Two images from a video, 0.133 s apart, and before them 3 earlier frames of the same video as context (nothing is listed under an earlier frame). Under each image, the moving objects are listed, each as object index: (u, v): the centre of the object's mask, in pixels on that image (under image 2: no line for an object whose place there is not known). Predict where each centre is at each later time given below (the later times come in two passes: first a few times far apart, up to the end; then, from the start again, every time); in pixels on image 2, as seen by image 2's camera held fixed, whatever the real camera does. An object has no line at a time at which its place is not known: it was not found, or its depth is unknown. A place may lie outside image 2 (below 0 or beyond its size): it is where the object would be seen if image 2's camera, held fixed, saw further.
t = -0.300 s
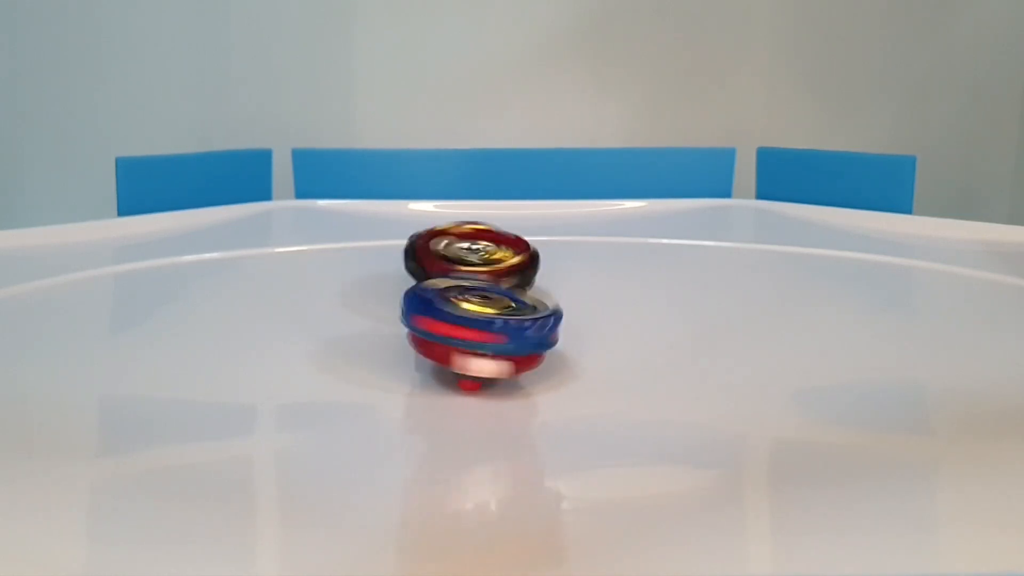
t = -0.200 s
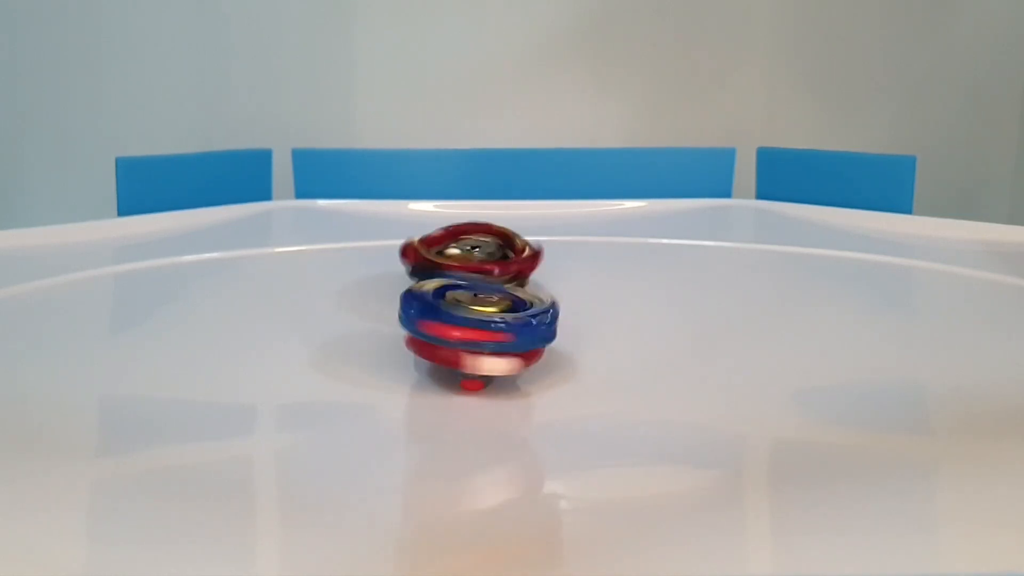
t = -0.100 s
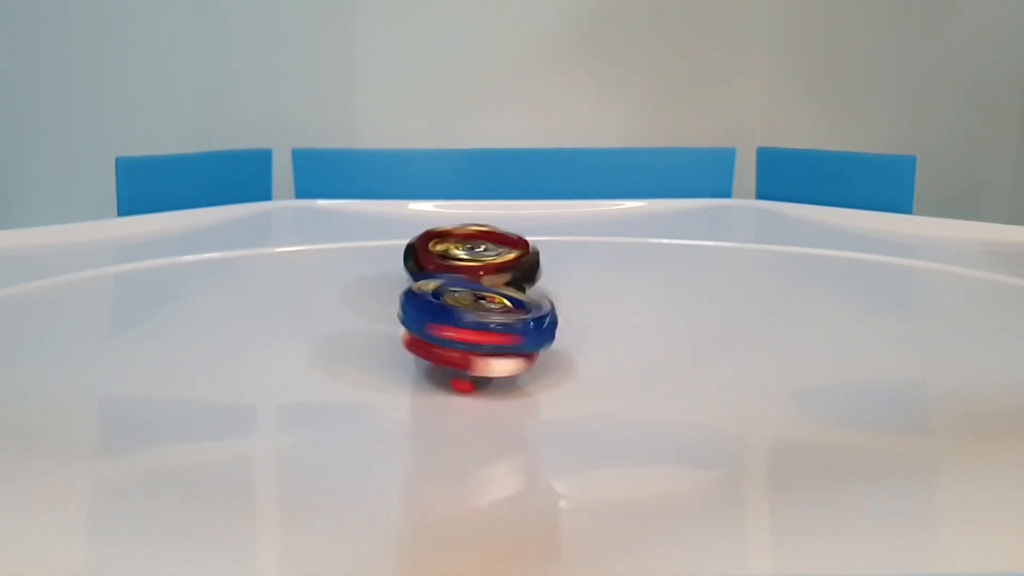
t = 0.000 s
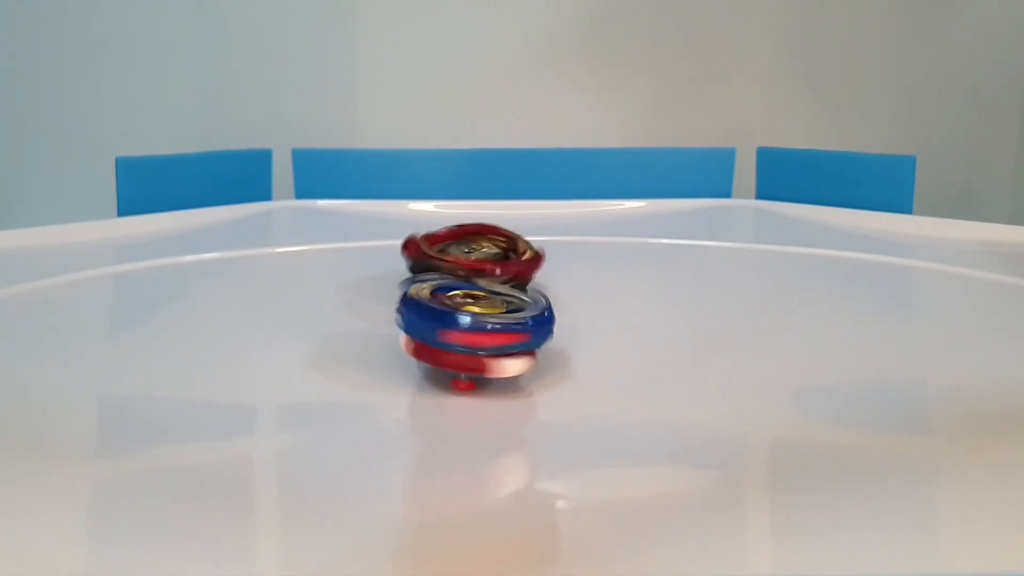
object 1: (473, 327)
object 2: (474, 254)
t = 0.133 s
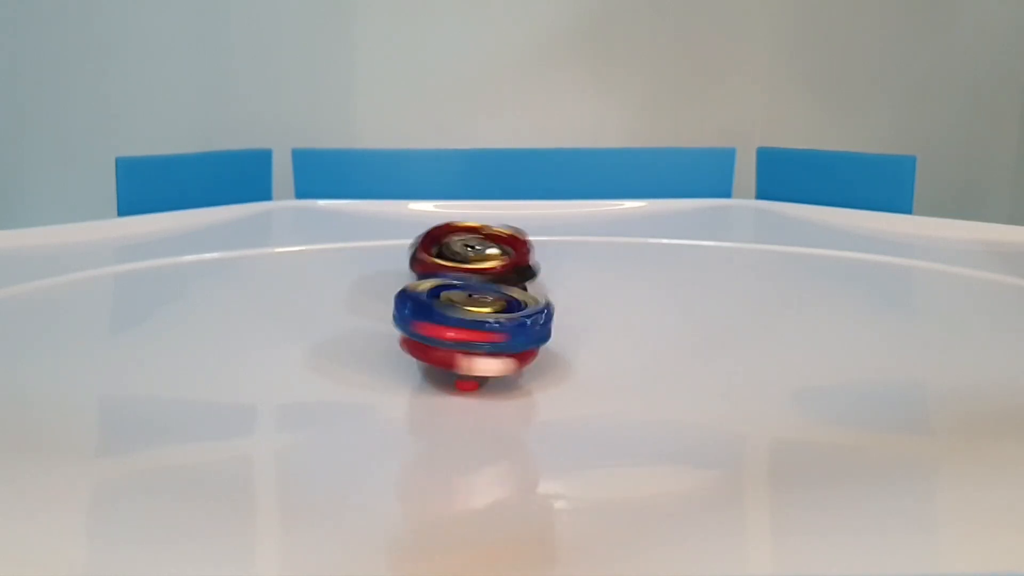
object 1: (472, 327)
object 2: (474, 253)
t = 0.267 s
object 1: (469, 327)
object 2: (475, 254)
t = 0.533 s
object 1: (468, 325)
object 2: (476, 253)
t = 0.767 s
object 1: (468, 322)
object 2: (477, 252)
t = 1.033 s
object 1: (463, 325)
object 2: (480, 253)
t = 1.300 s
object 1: (457, 329)
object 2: (481, 252)
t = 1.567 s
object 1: (455, 334)
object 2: (484, 254)
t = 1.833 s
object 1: (454, 337)
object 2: (488, 256)
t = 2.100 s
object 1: (453, 341)
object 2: (491, 258)
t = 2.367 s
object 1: (452, 345)
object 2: (495, 260)
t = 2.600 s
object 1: (453, 348)
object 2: (498, 261)
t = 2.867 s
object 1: (457, 351)
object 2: (499, 264)
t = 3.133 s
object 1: (461, 353)
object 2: (502, 267)
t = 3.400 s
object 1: (465, 354)
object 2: (505, 269)
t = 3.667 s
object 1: (471, 357)
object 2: (507, 271)
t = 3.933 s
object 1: (480, 358)
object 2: (507, 274)
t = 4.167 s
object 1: (485, 358)
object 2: (508, 275)
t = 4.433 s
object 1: (494, 358)
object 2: (508, 277)
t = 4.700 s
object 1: (504, 359)
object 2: (510, 281)
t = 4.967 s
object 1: (512, 358)
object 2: (509, 283)
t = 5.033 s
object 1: (515, 358)
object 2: (511, 285)
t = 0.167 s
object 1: (469, 326)
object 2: (473, 253)
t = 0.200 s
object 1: (469, 326)
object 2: (474, 253)
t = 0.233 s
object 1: (470, 326)
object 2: (477, 253)
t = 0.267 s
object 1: (469, 327)
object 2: (475, 254)
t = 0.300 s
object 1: (469, 327)
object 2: (472, 255)
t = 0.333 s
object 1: (470, 327)
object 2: (475, 254)
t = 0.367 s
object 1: (470, 326)
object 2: (475, 254)
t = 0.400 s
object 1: (468, 326)
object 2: (474, 253)
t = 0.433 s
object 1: (469, 325)
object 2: (475, 253)
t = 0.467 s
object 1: (470, 325)
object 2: (475, 253)
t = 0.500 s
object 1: (468, 325)
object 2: (473, 252)
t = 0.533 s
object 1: (468, 325)
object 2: (476, 253)
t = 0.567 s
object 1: (469, 324)
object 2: (476, 253)
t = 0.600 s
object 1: (469, 325)
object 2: (476, 253)
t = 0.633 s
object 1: (468, 325)
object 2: (476, 254)
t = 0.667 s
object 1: (469, 324)
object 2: (478, 254)
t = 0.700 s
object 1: (469, 325)
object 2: (475, 254)
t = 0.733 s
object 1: (468, 323)
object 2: (475, 253)
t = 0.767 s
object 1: (468, 322)
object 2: (477, 252)
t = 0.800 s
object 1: (469, 322)
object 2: (477, 253)
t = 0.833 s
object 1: (467, 322)
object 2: (476, 253)
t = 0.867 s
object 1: (468, 322)
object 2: (475, 252)
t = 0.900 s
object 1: (468, 322)
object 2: (477, 252)
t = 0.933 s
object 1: (466, 322)
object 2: (478, 252)
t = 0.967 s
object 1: (464, 323)
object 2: (476, 252)
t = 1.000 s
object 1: (464, 324)
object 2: (477, 253)
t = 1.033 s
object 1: (463, 325)
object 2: (480, 253)
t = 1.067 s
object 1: (460, 327)
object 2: (480, 253)
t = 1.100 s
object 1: (461, 326)
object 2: (478, 253)
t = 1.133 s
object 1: (460, 326)
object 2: (481, 253)
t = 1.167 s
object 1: (459, 327)
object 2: (482, 252)
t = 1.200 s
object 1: (457, 328)
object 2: (482, 253)
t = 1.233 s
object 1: (458, 328)
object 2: (480, 253)
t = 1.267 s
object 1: (457, 329)
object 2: (481, 253)
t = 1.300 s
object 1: (457, 329)
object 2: (481, 252)
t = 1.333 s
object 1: (457, 330)
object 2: (482, 254)
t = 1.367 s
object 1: (458, 331)
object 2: (482, 254)
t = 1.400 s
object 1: (457, 330)
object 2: (485, 253)
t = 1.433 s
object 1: (456, 331)
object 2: (484, 254)
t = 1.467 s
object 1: (457, 331)
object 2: (483, 255)
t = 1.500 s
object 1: (456, 331)
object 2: (484, 254)
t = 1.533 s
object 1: (455, 333)
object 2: (485, 254)
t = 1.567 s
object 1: (455, 334)
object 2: (484, 254)
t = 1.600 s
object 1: (455, 334)
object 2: (484, 255)
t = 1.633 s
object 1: (455, 334)
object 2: (485, 254)
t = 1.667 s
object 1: (454, 335)
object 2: (485, 255)
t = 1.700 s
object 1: (455, 335)
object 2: (485, 255)
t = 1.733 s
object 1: (455, 336)
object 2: (487, 255)
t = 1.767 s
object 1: (454, 335)
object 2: (488, 254)
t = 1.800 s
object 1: (454, 337)
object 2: (488, 255)
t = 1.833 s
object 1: (454, 337)
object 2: (488, 256)
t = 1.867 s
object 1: (454, 337)
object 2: (489, 257)
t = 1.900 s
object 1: (452, 338)
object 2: (489, 257)
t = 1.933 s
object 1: (453, 339)
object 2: (488, 256)
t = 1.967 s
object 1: (453, 338)
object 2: (489, 257)
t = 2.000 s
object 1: (453, 340)
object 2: (489, 257)
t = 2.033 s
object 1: (452, 340)
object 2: (488, 256)
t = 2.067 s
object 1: (453, 341)
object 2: (489, 258)
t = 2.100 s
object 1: (453, 341)
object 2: (491, 258)
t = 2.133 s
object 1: (452, 342)
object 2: (492, 258)
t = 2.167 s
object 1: (453, 342)
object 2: (491, 258)
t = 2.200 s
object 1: (453, 342)
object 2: (492, 259)
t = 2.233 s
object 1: (452, 343)
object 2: (492, 257)
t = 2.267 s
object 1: (452, 343)
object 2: (492, 259)
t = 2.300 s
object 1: (454, 343)
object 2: (492, 259)
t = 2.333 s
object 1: (453, 343)
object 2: (494, 260)
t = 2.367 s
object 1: (452, 345)
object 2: (495, 260)
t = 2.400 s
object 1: (453, 346)
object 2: (494, 261)
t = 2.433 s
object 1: (454, 346)
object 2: (493, 261)
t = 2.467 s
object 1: (454, 346)
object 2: (495, 261)
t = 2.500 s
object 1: (454, 347)
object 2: (496, 261)
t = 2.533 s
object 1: (455, 347)
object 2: (495, 261)
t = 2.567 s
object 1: (455, 346)
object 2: (496, 261)
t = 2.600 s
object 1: (453, 348)
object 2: (498, 261)
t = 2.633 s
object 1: (455, 348)
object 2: (497, 261)
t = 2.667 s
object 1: (456, 347)
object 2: (496, 262)
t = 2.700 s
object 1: (455, 348)
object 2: (498, 263)
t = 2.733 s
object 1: (455, 349)
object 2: (496, 260)
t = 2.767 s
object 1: (457, 349)
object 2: (498, 263)
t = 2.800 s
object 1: (457, 350)
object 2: (498, 264)
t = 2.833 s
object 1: (456, 350)
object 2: (497, 261)
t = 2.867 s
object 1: (457, 351)
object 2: (499, 264)
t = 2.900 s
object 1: (458, 351)
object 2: (499, 264)
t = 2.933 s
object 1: (459, 351)
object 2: (501, 264)
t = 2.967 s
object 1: (457, 351)
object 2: (501, 264)
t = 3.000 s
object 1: (459, 351)
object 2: (501, 264)
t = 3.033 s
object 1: (459, 351)
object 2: (501, 265)
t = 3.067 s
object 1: (459, 352)
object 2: (501, 266)
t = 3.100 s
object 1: (459, 353)
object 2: (502, 266)
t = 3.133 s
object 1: (461, 353)
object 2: (502, 267)
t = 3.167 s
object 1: (462, 353)
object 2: (503, 267)
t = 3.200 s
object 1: (461, 354)
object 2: (503, 267)
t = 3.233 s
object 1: (463, 354)
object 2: (502, 267)
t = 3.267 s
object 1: (463, 354)
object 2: (502, 268)
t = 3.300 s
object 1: (463, 354)
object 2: (505, 268)
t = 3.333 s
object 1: (463, 354)
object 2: (504, 268)
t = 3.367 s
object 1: (465, 354)
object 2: (504, 267)
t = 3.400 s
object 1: (465, 354)
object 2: (505, 269)
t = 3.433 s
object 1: (465, 356)
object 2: (506, 269)
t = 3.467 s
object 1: (466, 356)
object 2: (504, 270)
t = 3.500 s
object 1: (468, 356)
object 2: (505, 270)
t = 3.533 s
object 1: (469, 356)
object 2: (507, 270)
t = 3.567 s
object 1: (468, 357)
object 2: (507, 270)
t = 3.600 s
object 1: (470, 356)
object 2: (505, 271)
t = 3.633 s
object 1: (471, 356)
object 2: (506, 271)
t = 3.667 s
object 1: (471, 357)
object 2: (507, 271)
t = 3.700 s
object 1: (472, 357)
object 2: (508, 271)
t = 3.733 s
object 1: (474, 356)
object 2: (507, 271)
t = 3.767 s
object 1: (474, 357)
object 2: (508, 272)
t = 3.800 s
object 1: (476, 358)
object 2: (508, 273)
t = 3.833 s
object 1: (477, 358)
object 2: (506, 275)
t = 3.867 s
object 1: (478, 358)
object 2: (509, 274)
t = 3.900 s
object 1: (478, 358)
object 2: (508, 274)
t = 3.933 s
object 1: (480, 358)
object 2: (507, 274)
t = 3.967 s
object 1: (481, 358)
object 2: (510, 274)
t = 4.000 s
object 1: (481, 358)
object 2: (509, 275)
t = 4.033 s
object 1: (482, 358)
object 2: (507, 274)
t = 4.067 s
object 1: (483, 358)
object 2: (509, 274)
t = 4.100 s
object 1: (484, 358)
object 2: (510, 274)
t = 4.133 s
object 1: (483, 359)
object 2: (508, 275)
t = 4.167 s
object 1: (485, 358)
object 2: (508, 275)
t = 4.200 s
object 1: (487, 358)
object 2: (510, 276)
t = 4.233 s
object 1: (488, 359)
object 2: (509, 277)
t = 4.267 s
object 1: (488, 359)
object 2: (508, 278)
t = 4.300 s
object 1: (490, 358)
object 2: (508, 278)
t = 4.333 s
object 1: (492, 359)
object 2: (511, 278)
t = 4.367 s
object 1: (491, 359)
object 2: (511, 278)
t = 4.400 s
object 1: (492, 359)
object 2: (508, 277)
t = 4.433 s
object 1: (494, 358)
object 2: (508, 277)
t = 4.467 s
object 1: (496, 358)
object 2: (510, 278)
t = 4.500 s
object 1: (495, 359)
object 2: (507, 278)
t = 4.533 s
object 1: (497, 359)
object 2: (508, 278)
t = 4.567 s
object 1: (499, 359)
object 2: (512, 279)
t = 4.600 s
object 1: (500, 359)
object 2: (510, 281)
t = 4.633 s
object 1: (500, 360)
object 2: (507, 281)
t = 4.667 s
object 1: (503, 359)
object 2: (510, 281)
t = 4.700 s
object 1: (504, 359)
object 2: (510, 281)
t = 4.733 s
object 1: (503, 359)
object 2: (509, 280)
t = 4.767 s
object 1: (505, 358)
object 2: (509, 280)
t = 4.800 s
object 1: (508, 359)
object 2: (509, 281)
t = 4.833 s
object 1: (508, 358)
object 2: (506, 282)
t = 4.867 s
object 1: (508, 358)
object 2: (506, 282)
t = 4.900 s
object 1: (511, 359)
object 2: (507, 282)
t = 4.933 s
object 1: (513, 359)
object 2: (508, 283)
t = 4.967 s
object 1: (512, 358)
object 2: (509, 283)
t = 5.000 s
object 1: (513, 359)
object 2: (510, 284)
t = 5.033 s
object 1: (515, 358)
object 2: (511, 285)
